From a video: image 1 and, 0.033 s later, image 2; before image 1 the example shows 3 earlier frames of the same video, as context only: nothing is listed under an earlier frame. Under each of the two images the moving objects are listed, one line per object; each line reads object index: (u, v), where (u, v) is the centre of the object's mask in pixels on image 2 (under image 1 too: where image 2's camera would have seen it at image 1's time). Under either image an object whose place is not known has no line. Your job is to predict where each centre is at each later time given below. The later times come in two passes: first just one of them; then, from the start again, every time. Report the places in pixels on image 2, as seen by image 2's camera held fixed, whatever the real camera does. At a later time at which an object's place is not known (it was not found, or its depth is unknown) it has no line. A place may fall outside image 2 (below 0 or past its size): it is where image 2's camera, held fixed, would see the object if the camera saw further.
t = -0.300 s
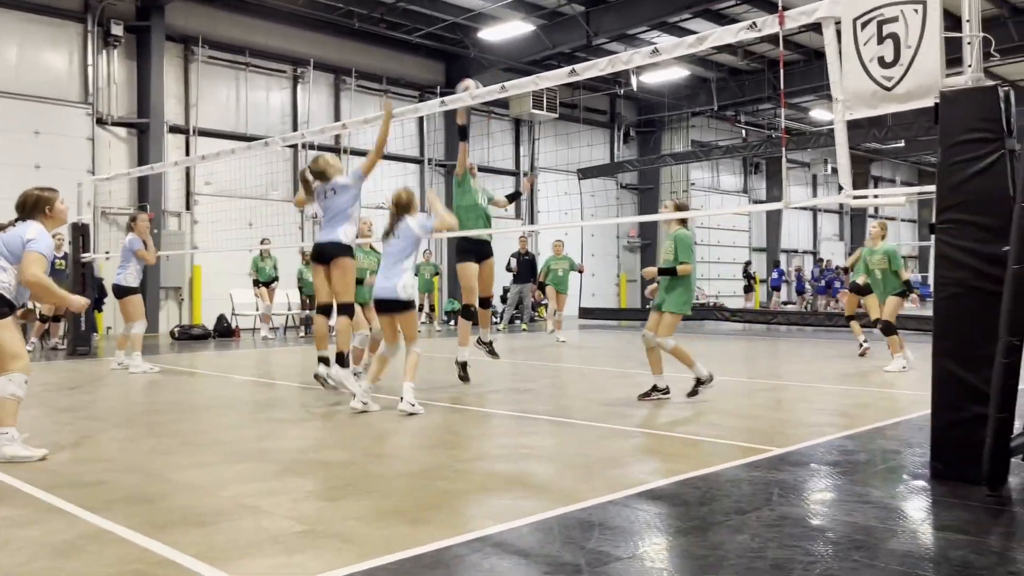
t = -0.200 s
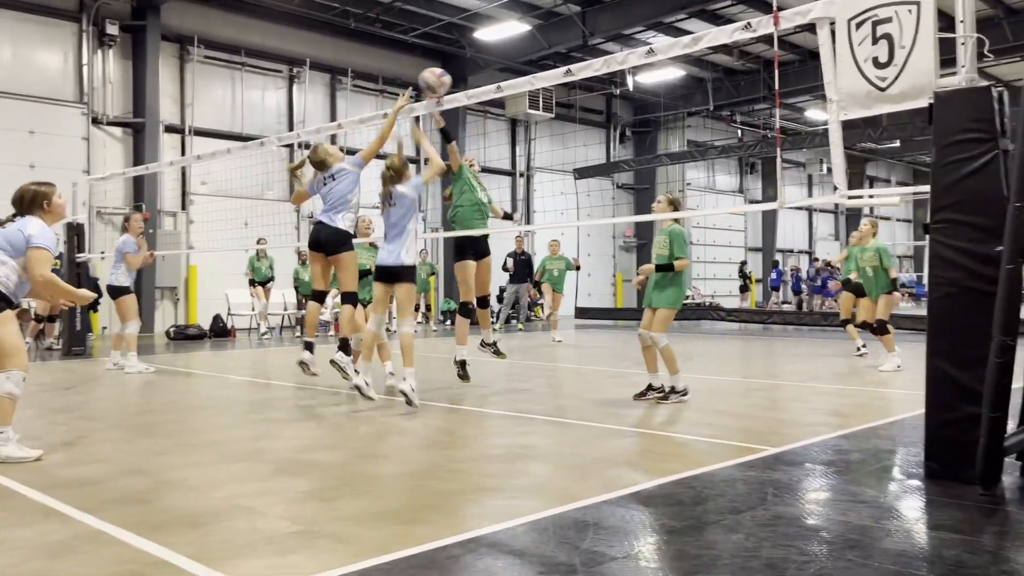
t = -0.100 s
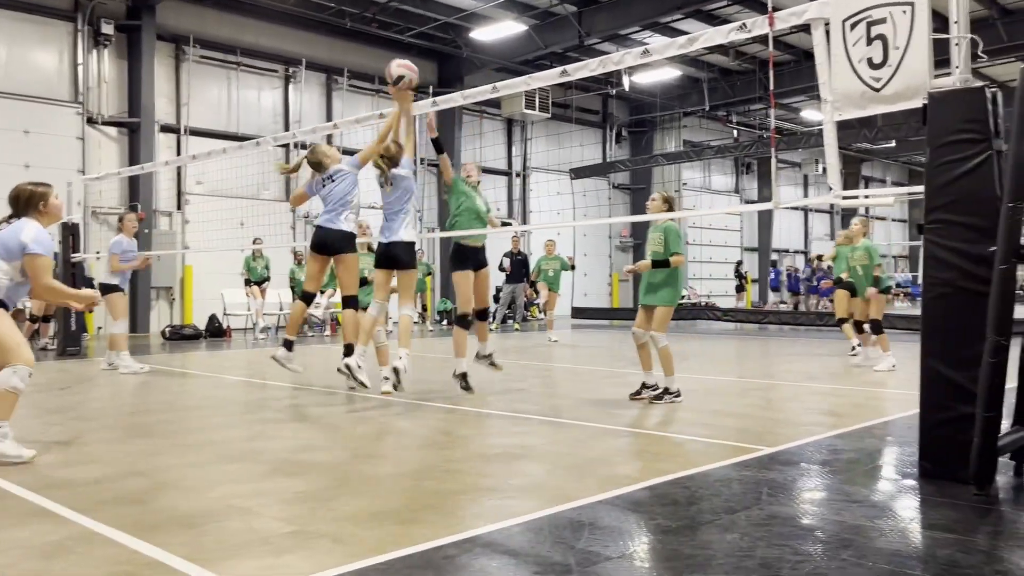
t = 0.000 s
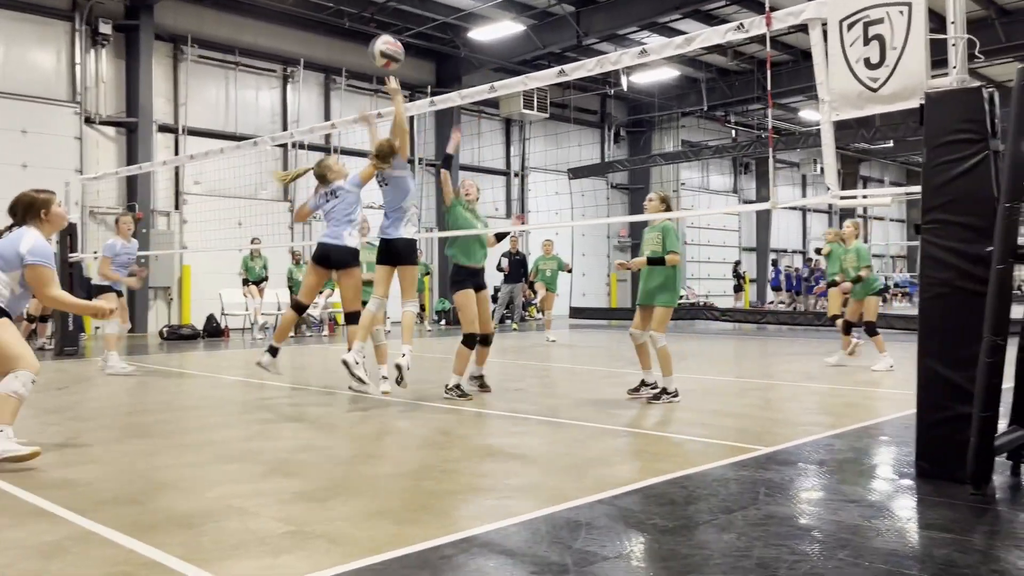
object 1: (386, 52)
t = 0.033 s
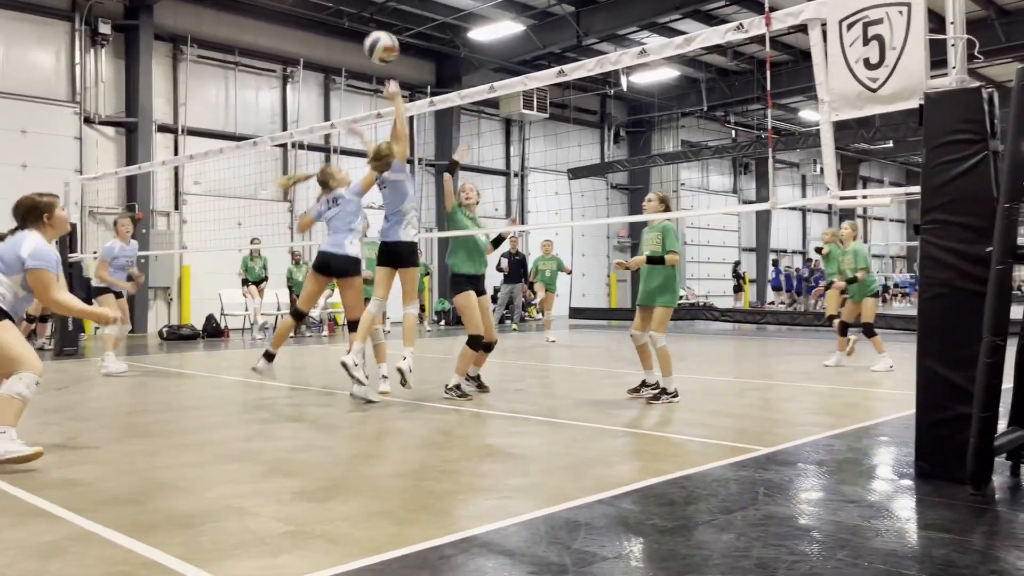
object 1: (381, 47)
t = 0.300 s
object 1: (339, 70)
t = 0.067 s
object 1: (376, 44)
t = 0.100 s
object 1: (371, 42)
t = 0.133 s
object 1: (366, 42)
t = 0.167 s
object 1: (361, 43)
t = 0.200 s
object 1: (356, 48)
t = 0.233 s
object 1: (351, 53)
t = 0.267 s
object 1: (344, 61)
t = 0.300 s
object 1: (339, 70)
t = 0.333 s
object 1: (334, 81)
